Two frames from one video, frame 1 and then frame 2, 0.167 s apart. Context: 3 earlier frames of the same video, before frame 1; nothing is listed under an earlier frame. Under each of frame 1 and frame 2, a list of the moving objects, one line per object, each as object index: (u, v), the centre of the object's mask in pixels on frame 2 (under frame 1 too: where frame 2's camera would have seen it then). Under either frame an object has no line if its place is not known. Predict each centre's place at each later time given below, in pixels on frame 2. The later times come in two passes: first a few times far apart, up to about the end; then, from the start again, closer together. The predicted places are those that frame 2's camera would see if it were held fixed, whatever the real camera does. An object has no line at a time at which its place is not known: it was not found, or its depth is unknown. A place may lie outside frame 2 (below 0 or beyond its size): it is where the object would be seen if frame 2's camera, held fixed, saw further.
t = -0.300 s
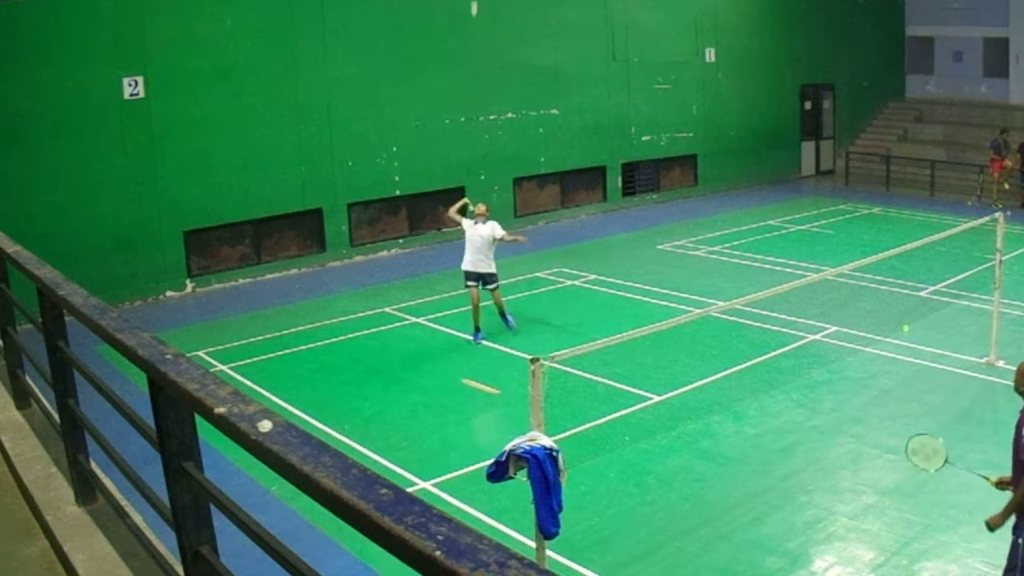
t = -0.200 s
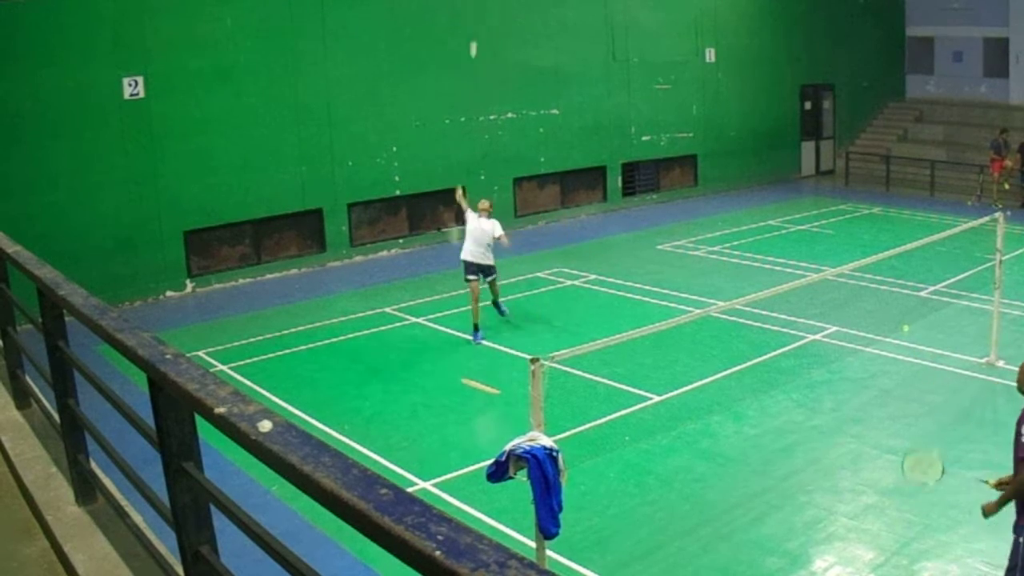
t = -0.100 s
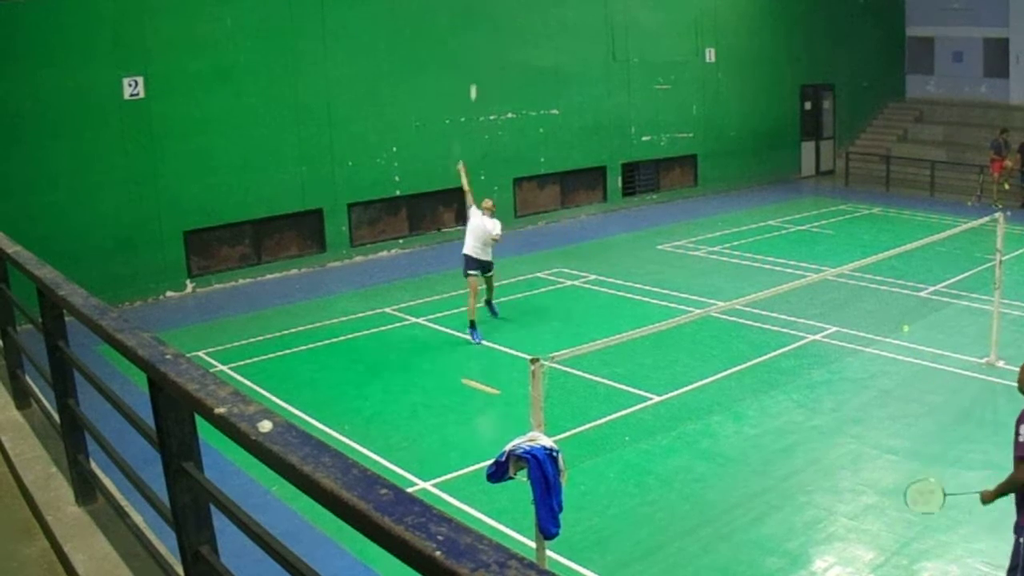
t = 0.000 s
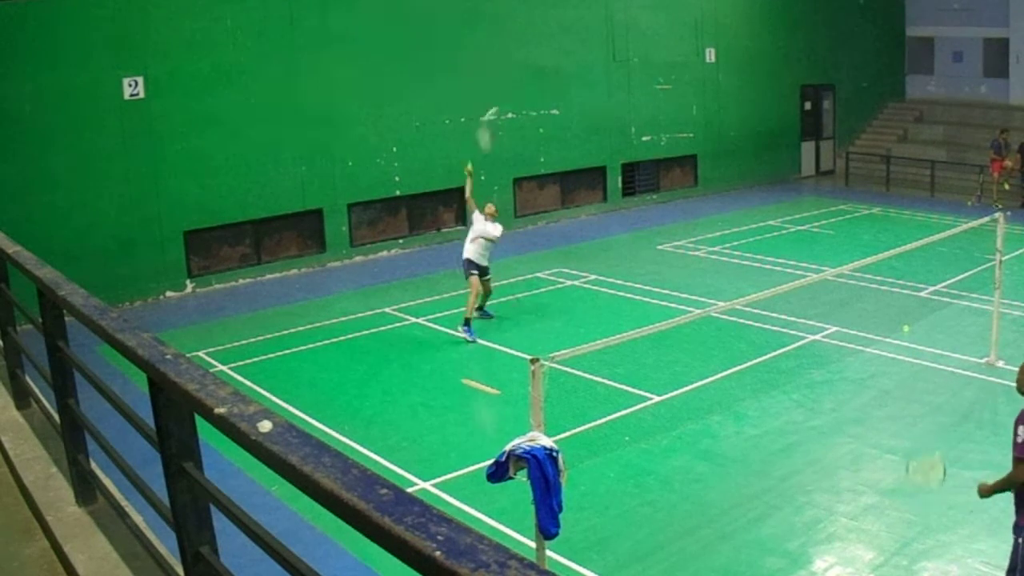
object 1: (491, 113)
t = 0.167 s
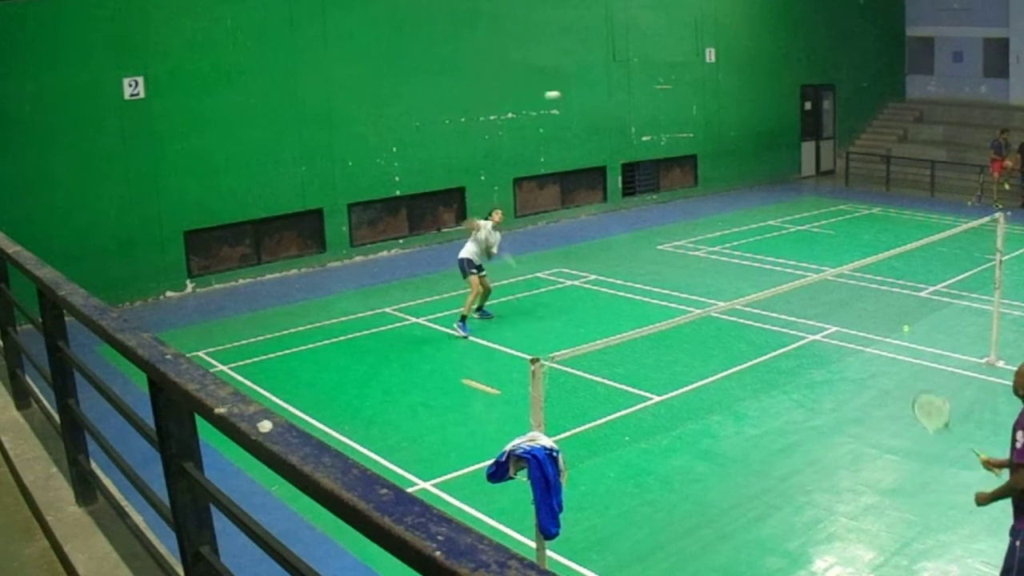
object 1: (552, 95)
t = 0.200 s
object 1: (564, 95)
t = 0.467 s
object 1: (655, 148)
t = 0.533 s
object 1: (677, 177)
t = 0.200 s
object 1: (564, 95)
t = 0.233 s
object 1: (576, 96)
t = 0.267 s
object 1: (587, 98)
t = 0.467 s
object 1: (655, 148)
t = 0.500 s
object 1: (666, 162)
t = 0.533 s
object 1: (677, 177)
